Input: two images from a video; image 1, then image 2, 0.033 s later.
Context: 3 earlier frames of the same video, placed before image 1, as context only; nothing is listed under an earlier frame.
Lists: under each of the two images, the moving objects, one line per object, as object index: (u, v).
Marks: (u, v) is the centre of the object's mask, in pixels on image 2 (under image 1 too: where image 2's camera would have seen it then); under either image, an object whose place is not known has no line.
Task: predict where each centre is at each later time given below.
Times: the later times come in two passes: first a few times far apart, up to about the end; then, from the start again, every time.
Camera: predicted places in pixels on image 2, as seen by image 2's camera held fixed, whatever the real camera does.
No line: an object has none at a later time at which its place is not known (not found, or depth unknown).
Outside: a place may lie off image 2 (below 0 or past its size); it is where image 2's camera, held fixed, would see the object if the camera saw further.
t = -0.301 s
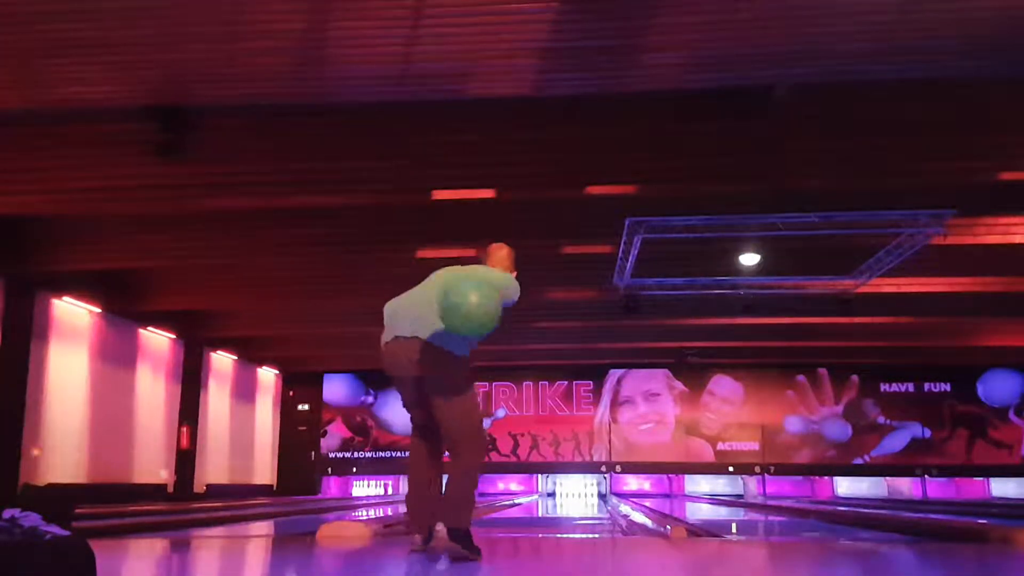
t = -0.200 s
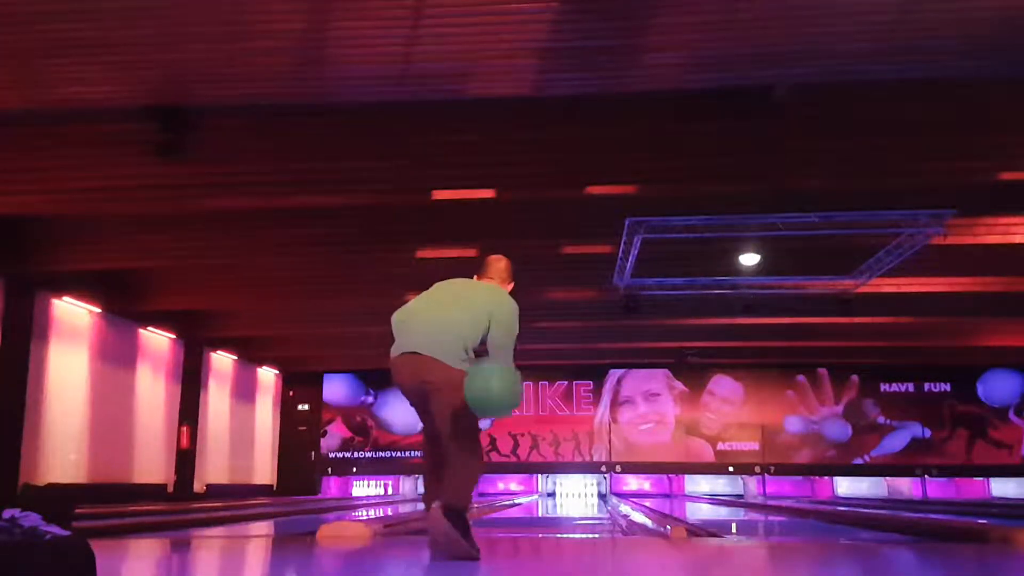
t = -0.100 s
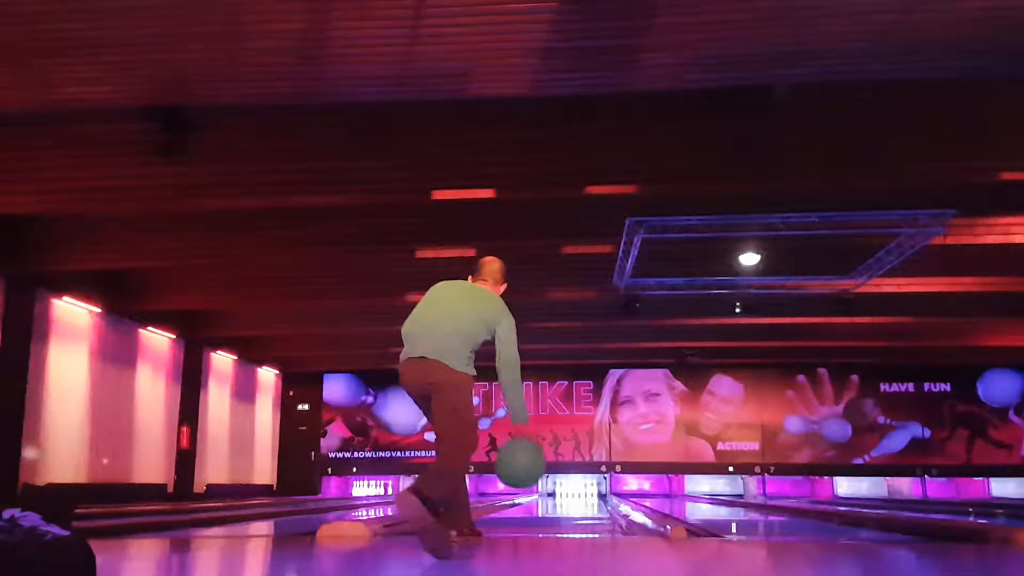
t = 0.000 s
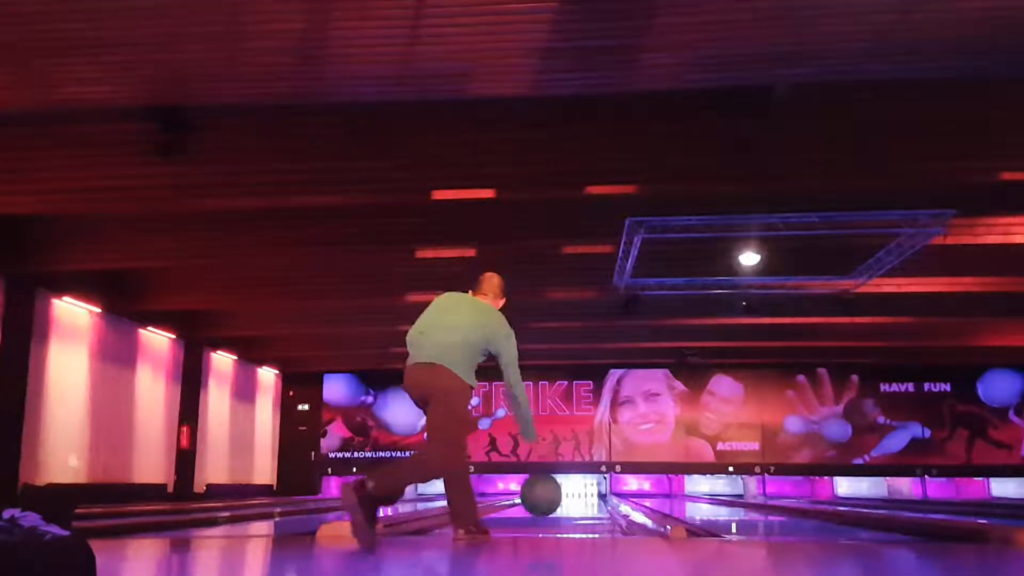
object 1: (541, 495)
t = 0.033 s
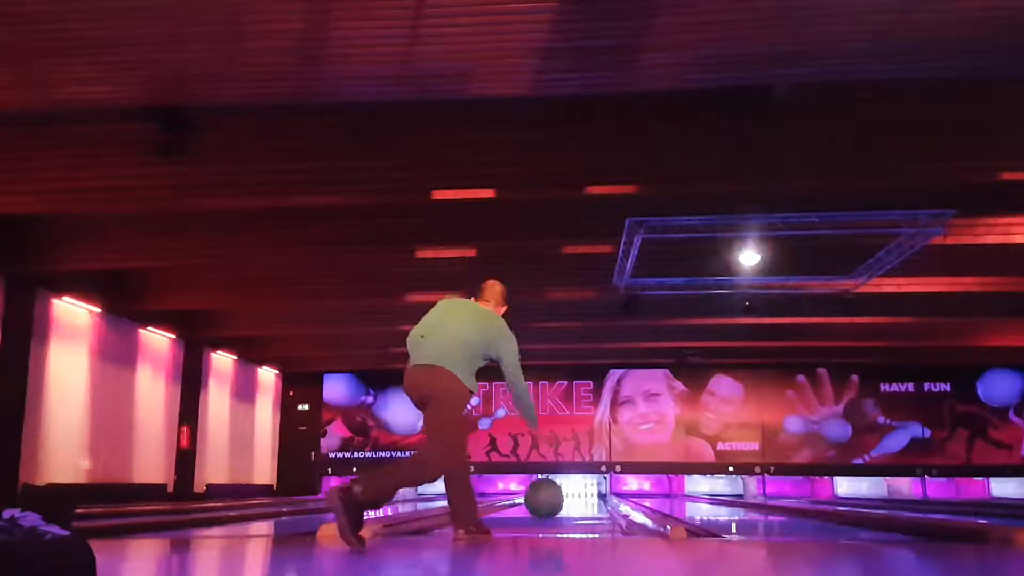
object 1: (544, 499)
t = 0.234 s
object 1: (556, 508)
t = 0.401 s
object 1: (562, 503)
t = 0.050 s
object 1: (546, 502)
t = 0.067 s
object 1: (547, 505)
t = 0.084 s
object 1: (548, 508)
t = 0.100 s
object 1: (550, 511)
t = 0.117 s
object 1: (551, 510)
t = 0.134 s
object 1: (551, 508)
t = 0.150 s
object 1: (552, 507)
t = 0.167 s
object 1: (553, 506)
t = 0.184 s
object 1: (554, 507)
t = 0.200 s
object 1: (555, 507)
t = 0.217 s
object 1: (556, 508)
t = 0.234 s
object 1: (556, 508)
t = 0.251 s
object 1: (557, 508)
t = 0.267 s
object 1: (558, 506)
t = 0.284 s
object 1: (559, 506)
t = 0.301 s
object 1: (559, 506)
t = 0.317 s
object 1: (559, 505)
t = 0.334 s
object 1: (560, 505)
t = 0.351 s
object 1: (561, 504)
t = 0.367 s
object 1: (561, 504)
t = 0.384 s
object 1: (561, 503)
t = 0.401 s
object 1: (562, 503)
